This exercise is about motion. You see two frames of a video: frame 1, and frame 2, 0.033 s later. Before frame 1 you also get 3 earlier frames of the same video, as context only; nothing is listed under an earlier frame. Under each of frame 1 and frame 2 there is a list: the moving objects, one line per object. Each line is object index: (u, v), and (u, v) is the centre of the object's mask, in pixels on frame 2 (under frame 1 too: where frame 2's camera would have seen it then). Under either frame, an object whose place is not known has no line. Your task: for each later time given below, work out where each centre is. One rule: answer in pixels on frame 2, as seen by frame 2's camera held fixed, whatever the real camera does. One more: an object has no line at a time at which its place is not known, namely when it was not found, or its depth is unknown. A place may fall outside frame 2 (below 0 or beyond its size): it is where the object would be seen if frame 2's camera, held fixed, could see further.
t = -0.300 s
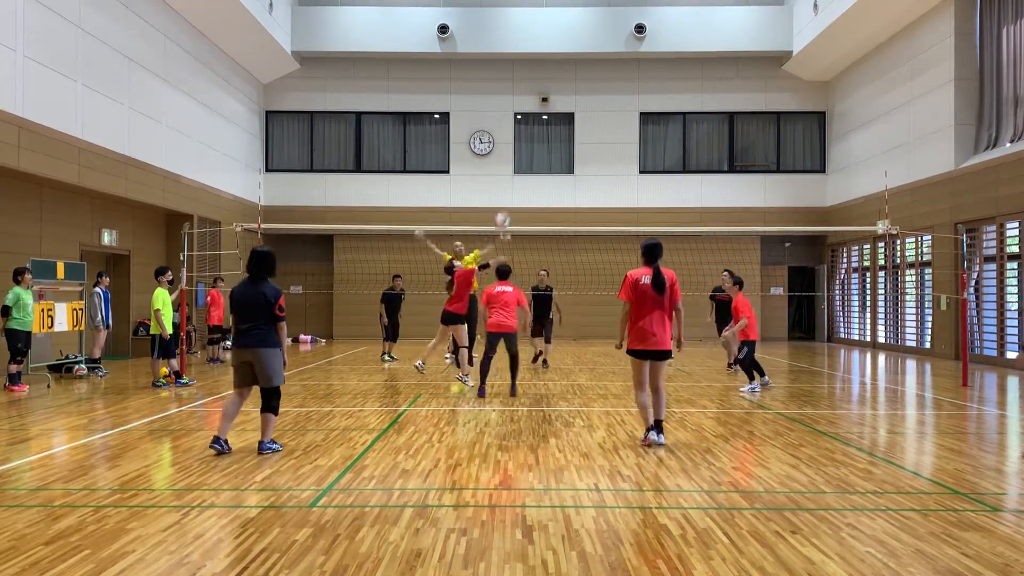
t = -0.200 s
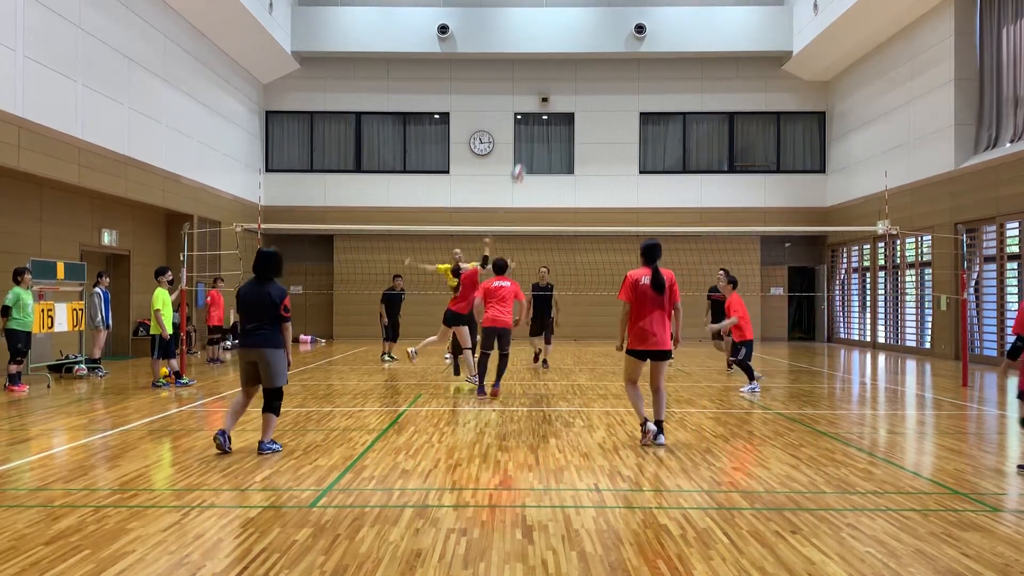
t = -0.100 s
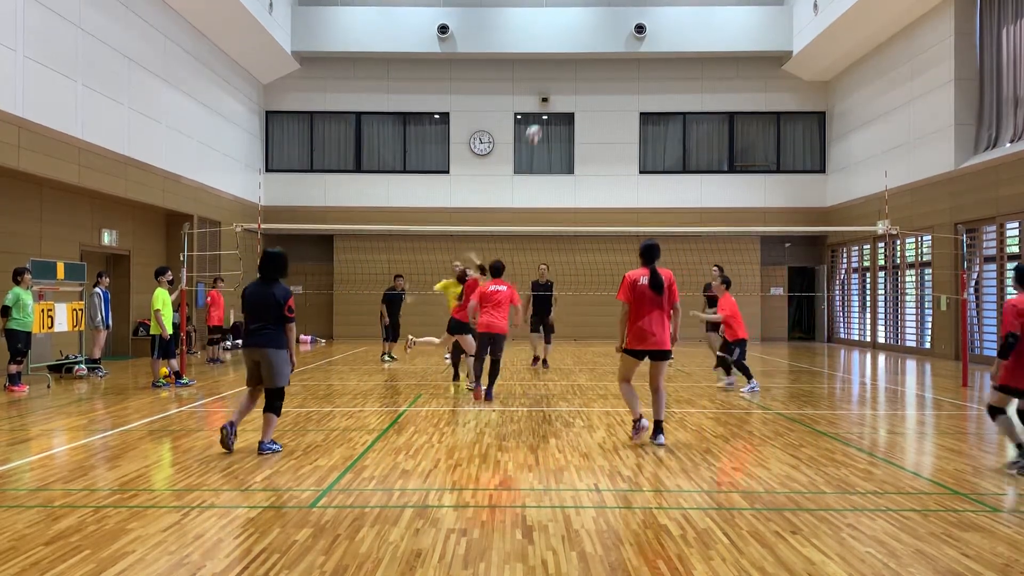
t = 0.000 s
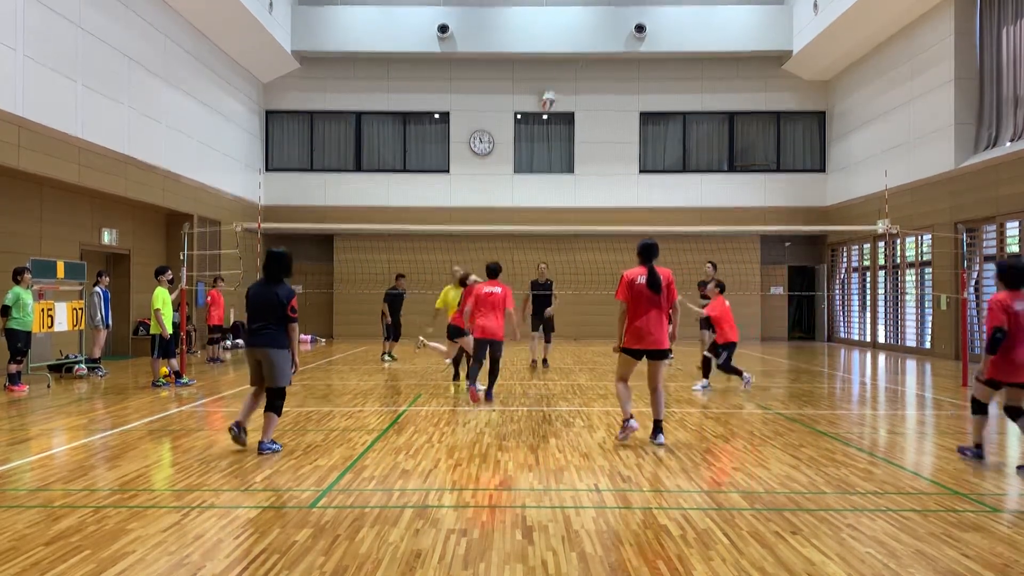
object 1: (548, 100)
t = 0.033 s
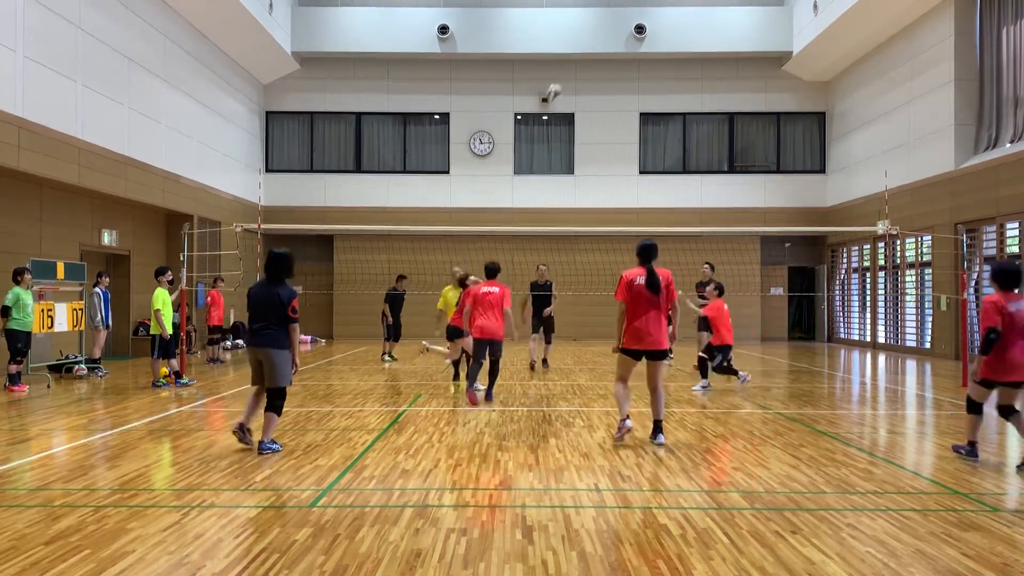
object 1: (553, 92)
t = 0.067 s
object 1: (559, 83)
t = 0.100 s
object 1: (564, 75)
